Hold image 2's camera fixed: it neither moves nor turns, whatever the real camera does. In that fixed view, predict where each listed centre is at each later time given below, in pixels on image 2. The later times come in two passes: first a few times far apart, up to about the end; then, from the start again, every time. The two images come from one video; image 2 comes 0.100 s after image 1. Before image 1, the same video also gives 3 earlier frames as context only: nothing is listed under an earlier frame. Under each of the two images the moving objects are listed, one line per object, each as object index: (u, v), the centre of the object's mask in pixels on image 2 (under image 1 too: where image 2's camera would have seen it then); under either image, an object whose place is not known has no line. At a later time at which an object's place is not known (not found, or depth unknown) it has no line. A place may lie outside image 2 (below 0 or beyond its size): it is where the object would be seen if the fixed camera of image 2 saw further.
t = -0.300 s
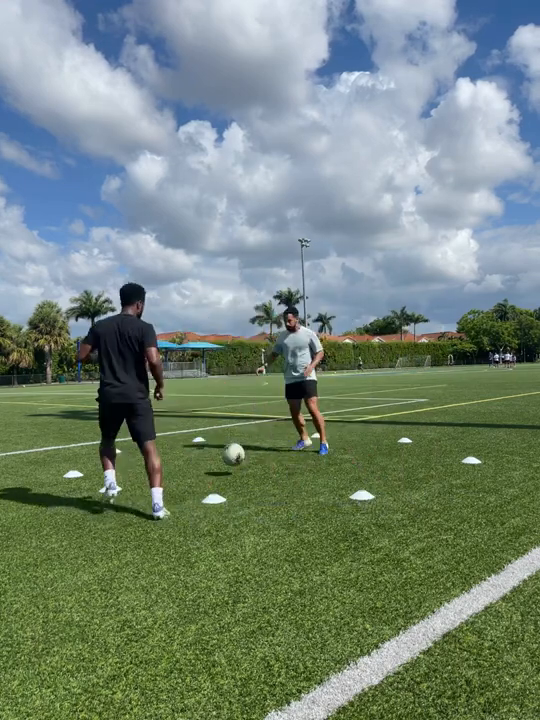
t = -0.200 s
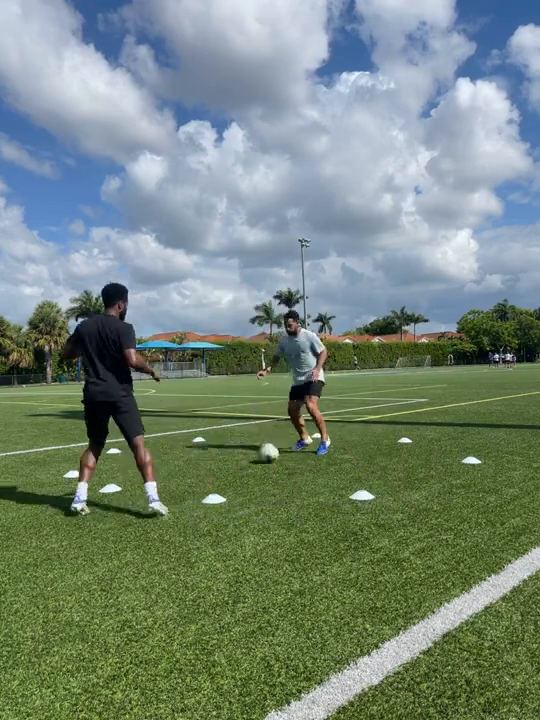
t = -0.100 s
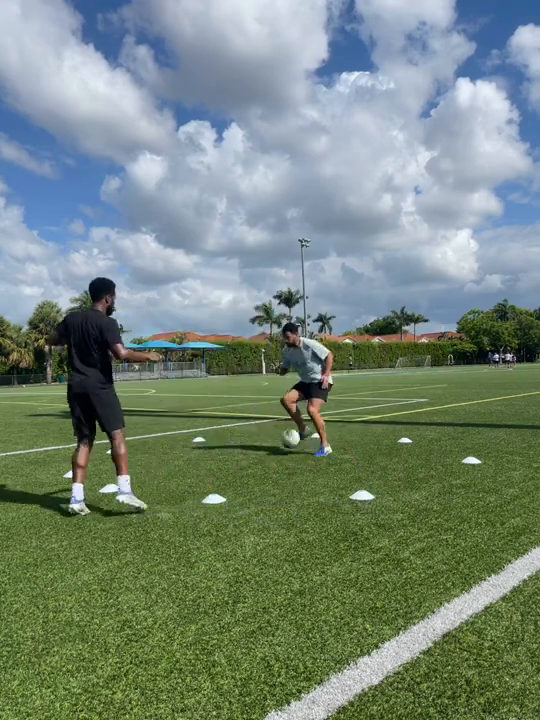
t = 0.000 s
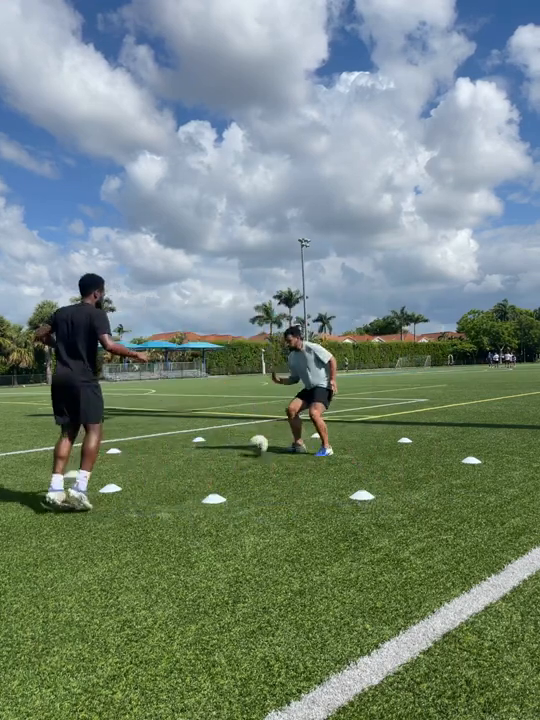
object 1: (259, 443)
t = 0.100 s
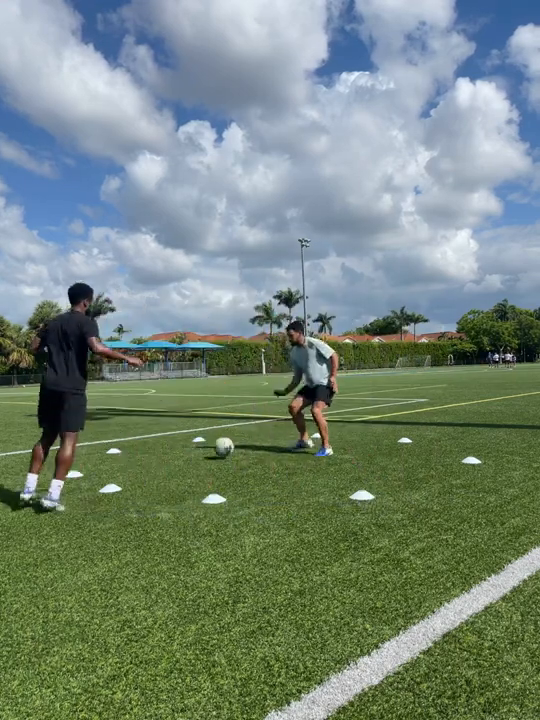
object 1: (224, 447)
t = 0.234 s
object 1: (181, 453)
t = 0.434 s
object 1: (131, 455)
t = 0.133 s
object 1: (213, 448)
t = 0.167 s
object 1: (202, 448)
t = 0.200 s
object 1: (191, 450)
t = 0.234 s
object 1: (181, 453)
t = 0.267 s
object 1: (172, 452)
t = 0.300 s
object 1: (164, 453)
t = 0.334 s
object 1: (155, 454)
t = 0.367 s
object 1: (146, 455)
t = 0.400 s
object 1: (138, 455)
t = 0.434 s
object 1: (131, 455)
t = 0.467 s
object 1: (124, 455)
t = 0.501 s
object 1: (115, 457)
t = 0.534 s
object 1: (108, 457)
